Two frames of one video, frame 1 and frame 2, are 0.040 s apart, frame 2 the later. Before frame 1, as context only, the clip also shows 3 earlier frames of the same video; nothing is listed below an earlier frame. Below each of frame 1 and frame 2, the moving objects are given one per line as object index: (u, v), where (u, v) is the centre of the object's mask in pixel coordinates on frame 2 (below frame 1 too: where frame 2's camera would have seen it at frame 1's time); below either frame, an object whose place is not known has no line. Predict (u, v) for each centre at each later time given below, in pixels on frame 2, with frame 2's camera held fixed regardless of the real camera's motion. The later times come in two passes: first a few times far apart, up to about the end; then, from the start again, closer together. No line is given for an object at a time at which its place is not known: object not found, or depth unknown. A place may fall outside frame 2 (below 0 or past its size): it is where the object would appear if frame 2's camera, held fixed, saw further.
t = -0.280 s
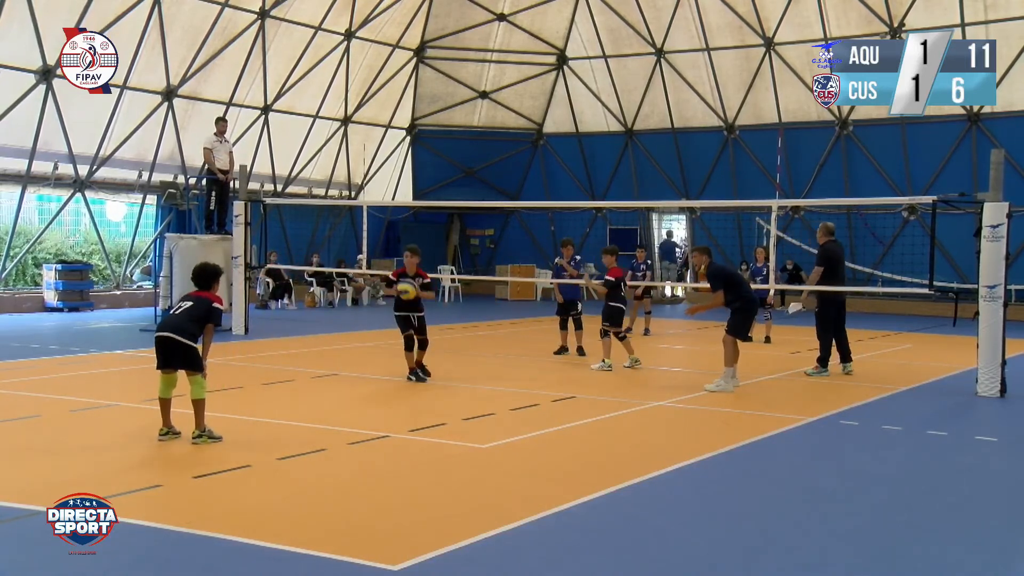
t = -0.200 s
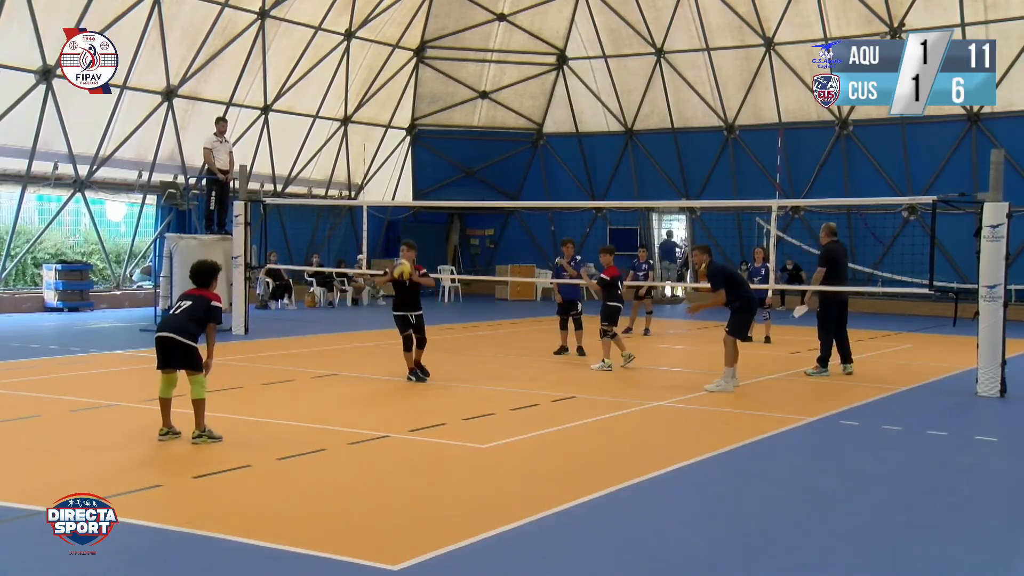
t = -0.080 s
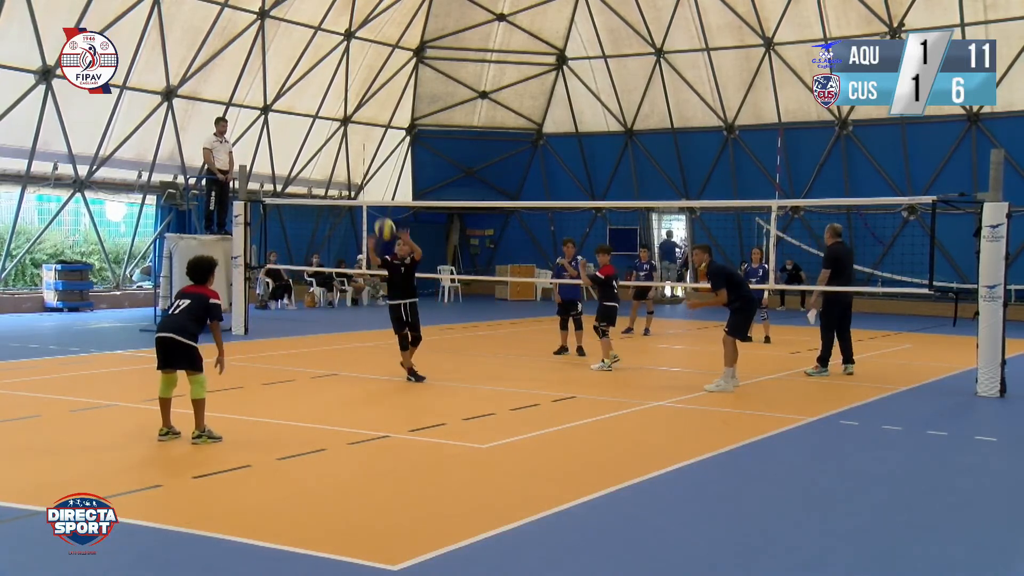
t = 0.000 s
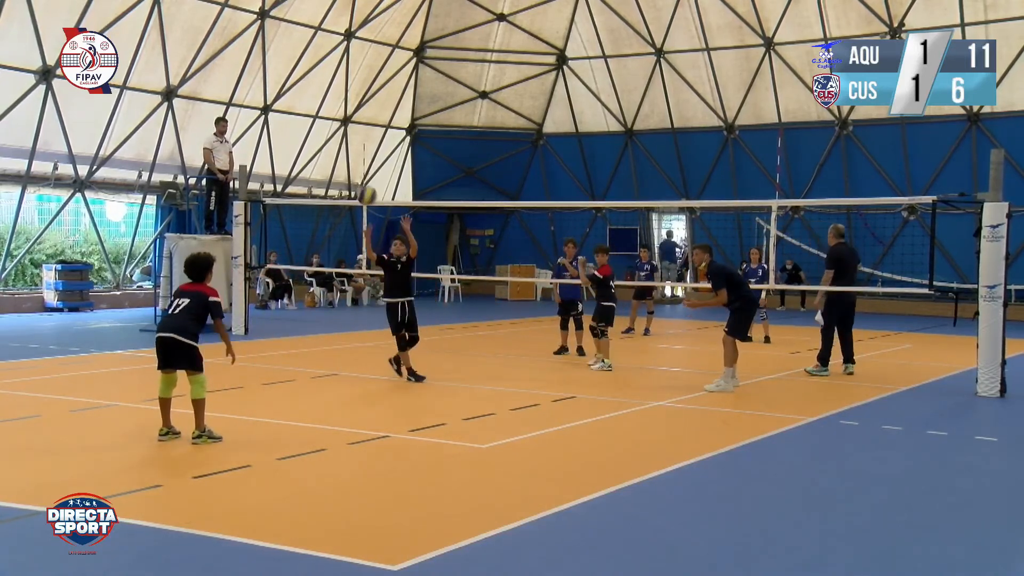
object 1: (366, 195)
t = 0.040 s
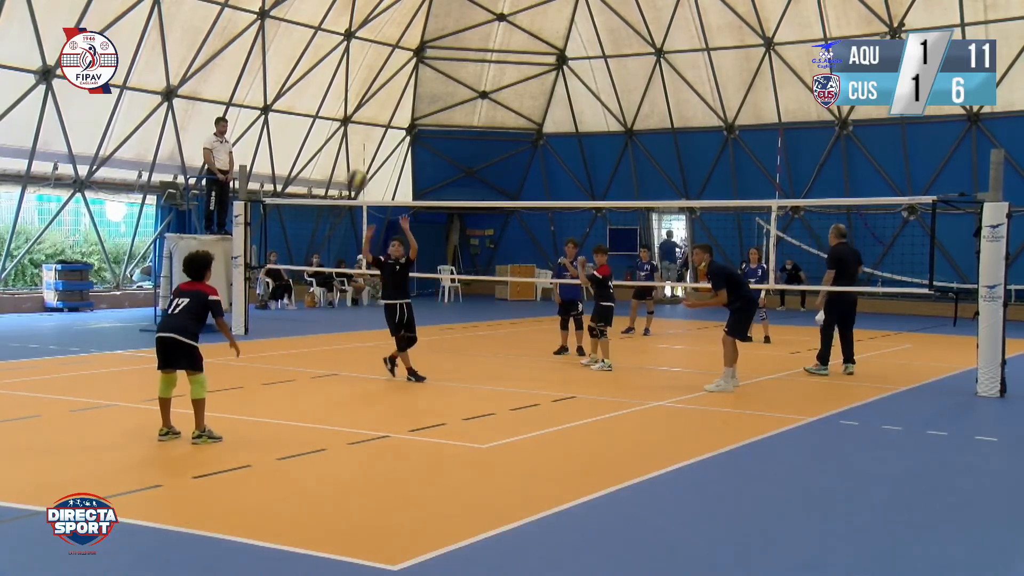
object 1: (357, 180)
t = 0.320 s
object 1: (287, 113)
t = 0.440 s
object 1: (254, 107)
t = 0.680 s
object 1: (180, 144)
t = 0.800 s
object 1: (141, 190)
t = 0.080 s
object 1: (348, 166)
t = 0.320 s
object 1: (287, 113)
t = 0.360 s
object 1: (276, 109)
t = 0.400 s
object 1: (265, 107)
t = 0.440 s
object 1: (254, 107)
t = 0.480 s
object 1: (241, 108)
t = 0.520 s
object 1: (230, 111)
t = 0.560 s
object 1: (218, 117)
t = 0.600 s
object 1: (205, 124)
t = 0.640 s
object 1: (193, 133)
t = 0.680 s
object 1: (180, 144)
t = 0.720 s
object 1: (168, 158)
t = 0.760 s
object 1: (155, 174)
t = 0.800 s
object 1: (141, 190)
